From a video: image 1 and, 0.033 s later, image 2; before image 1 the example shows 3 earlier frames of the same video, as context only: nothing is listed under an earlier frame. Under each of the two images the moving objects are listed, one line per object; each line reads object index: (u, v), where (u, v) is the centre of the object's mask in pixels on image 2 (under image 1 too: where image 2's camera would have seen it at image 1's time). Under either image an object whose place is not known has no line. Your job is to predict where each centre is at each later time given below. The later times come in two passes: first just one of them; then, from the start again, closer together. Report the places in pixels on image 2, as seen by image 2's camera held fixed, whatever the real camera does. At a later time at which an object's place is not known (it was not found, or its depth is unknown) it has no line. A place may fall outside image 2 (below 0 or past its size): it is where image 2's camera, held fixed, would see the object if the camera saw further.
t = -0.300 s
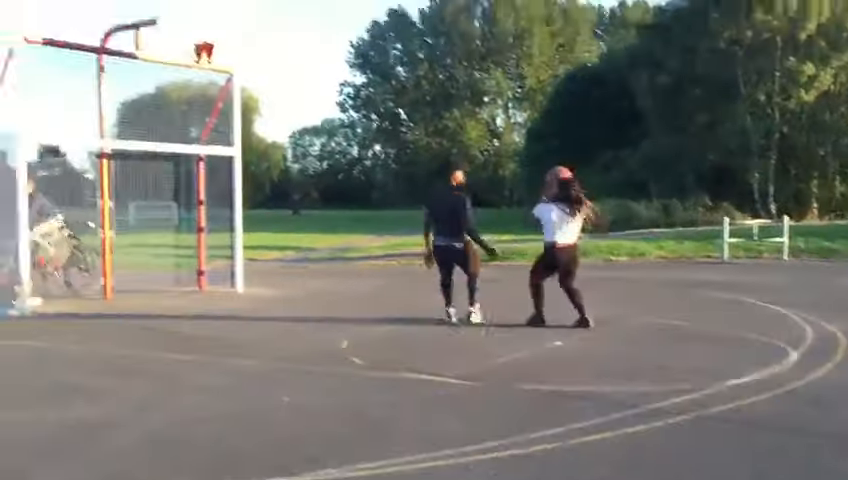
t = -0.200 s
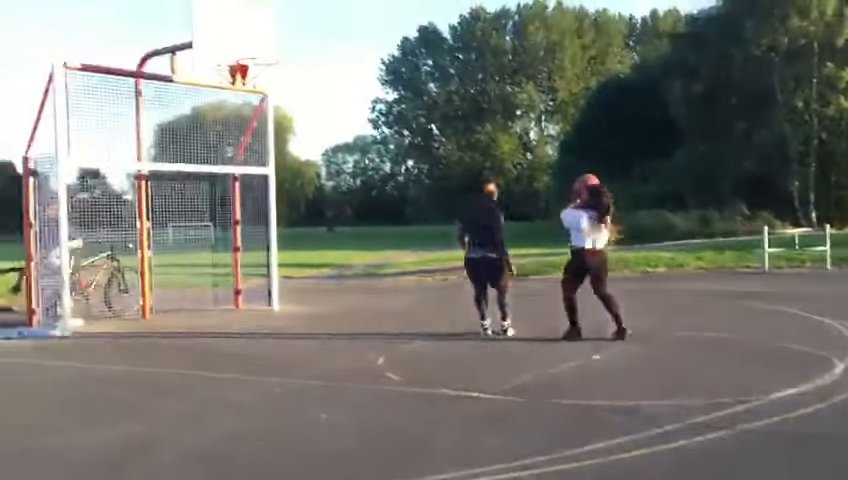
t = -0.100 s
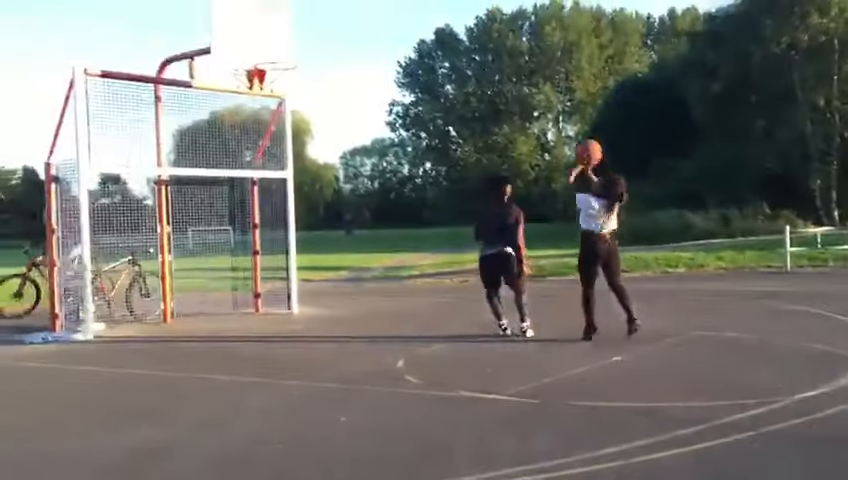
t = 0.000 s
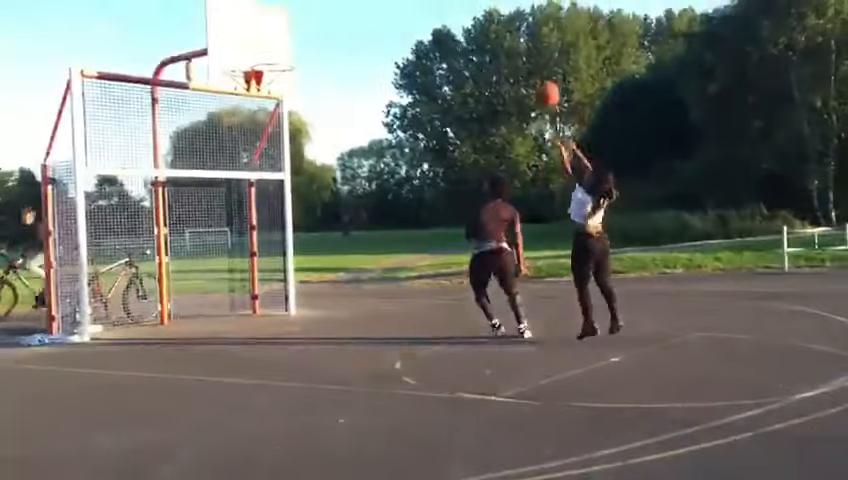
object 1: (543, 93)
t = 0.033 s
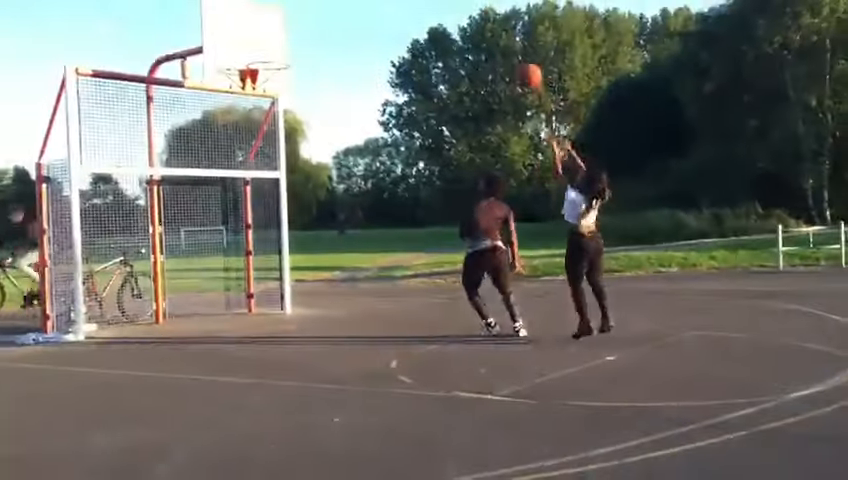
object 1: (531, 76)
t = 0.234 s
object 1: (450, -1)
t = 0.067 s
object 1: (519, 59)
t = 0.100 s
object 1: (505, 45)
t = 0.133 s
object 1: (494, 31)
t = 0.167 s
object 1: (477, 20)
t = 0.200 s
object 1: (463, 9)
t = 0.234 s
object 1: (450, -1)
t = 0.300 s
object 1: (423, -16)
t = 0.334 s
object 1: (410, -23)
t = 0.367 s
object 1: (397, -26)
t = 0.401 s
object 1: (385, -29)
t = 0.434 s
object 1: (374, -30)
